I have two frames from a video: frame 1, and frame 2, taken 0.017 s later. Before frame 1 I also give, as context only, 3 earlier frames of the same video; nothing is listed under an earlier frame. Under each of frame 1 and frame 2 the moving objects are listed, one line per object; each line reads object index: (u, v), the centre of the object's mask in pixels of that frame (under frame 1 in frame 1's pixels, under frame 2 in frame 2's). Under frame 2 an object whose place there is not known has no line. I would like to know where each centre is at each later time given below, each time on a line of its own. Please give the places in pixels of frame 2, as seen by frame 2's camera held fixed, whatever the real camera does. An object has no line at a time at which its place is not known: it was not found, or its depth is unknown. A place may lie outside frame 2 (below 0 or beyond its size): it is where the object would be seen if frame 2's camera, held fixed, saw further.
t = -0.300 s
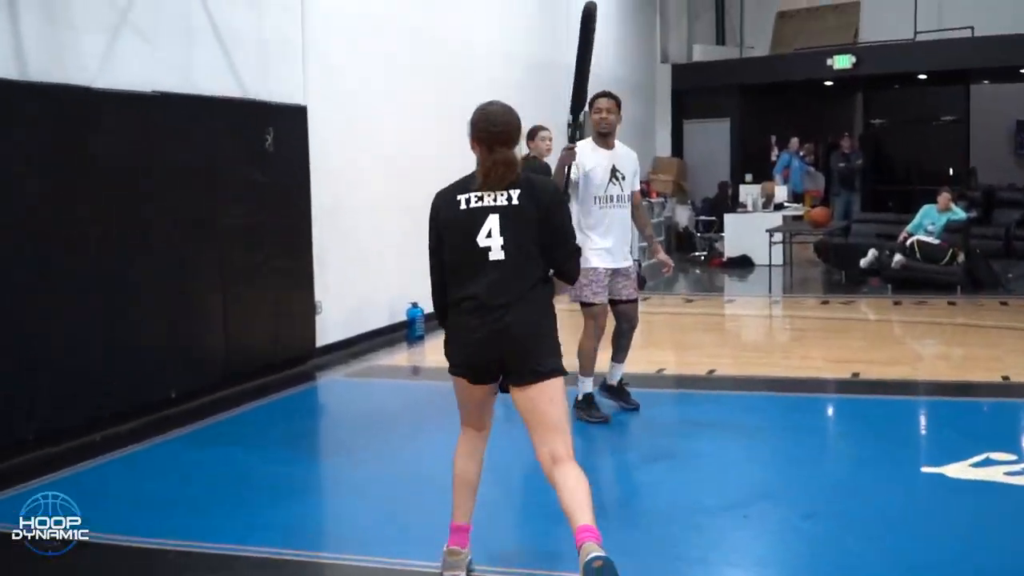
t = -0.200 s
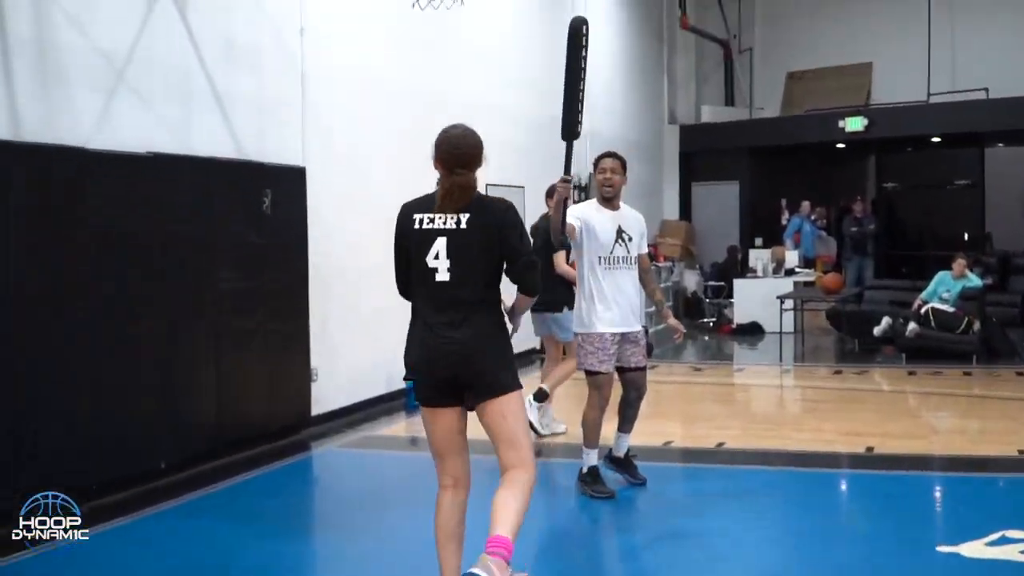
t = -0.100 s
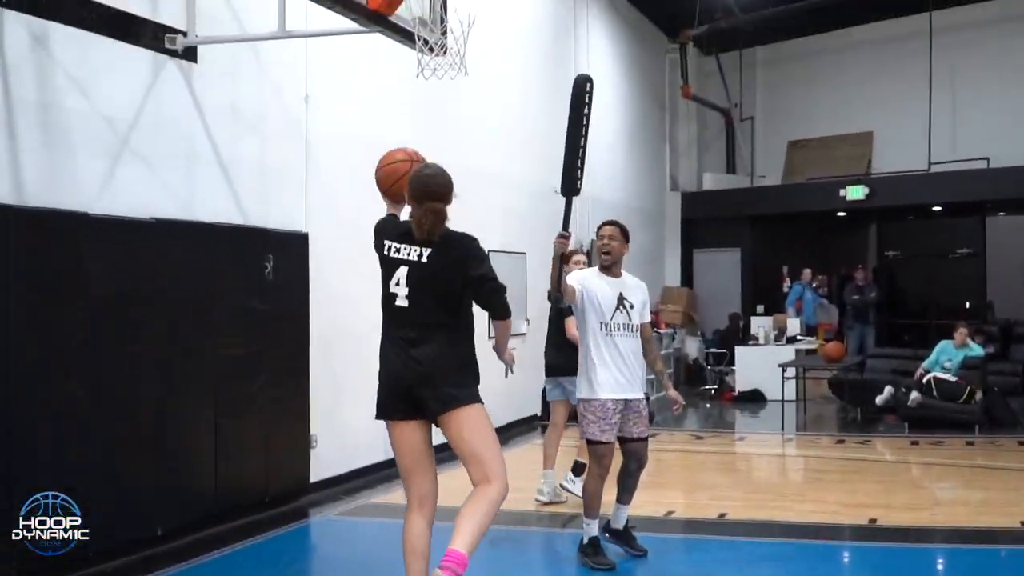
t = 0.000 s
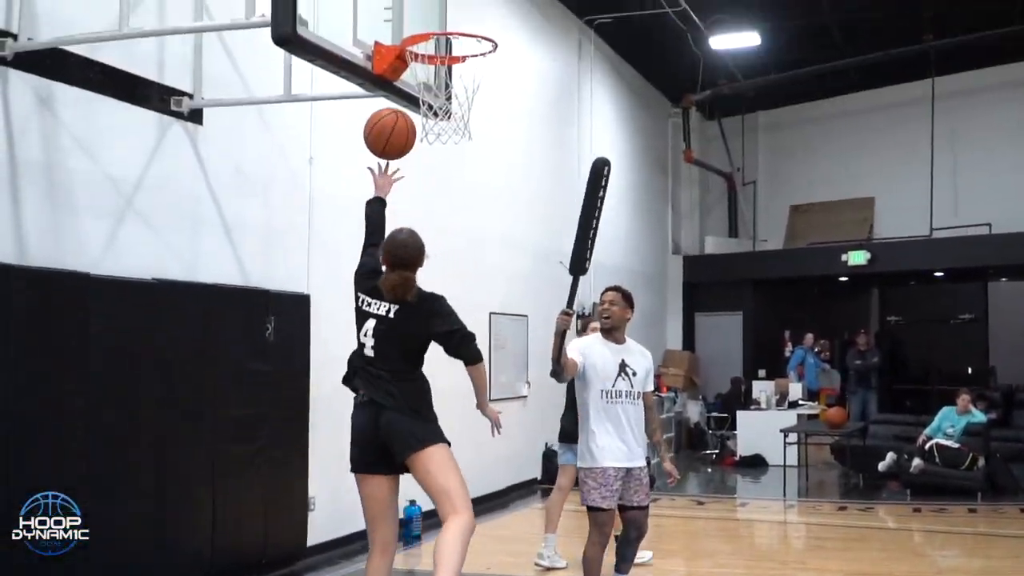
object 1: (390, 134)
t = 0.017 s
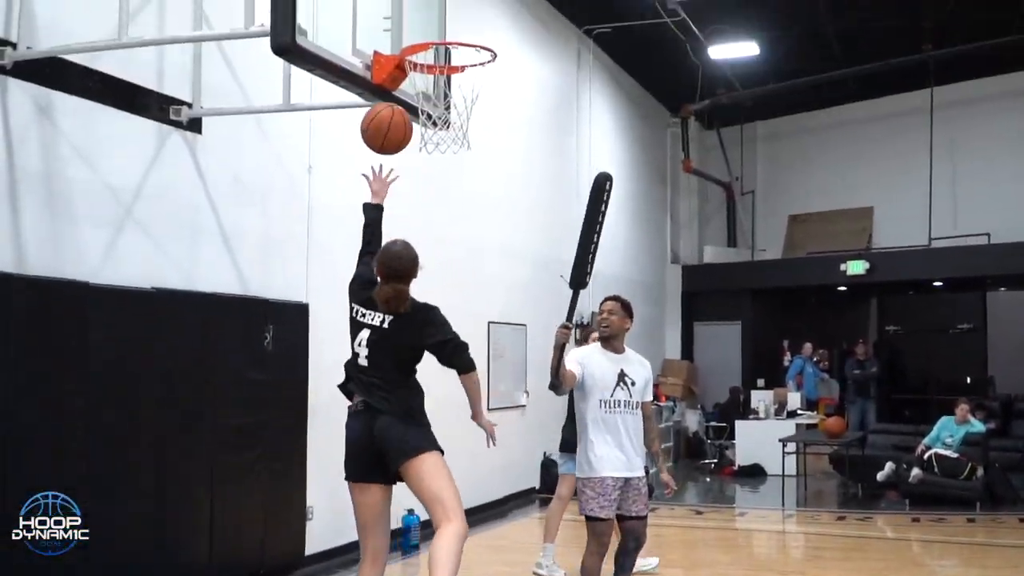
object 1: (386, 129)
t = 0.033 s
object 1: (385, 113)
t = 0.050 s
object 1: (384, 100)
